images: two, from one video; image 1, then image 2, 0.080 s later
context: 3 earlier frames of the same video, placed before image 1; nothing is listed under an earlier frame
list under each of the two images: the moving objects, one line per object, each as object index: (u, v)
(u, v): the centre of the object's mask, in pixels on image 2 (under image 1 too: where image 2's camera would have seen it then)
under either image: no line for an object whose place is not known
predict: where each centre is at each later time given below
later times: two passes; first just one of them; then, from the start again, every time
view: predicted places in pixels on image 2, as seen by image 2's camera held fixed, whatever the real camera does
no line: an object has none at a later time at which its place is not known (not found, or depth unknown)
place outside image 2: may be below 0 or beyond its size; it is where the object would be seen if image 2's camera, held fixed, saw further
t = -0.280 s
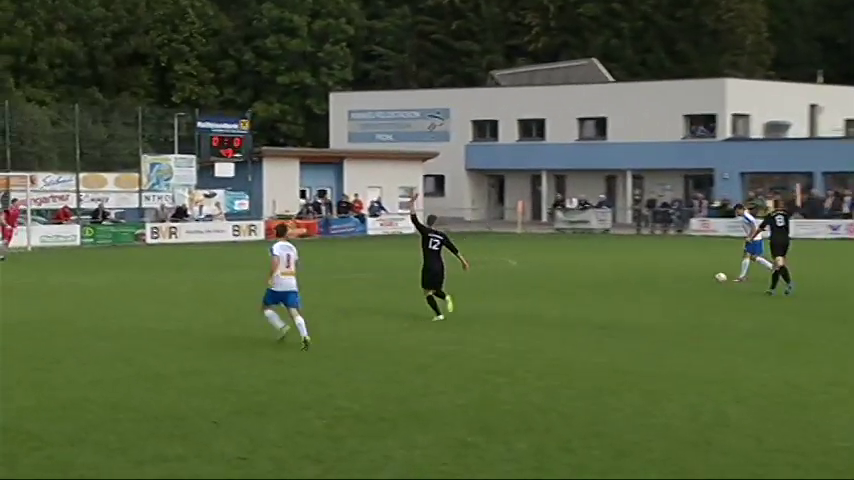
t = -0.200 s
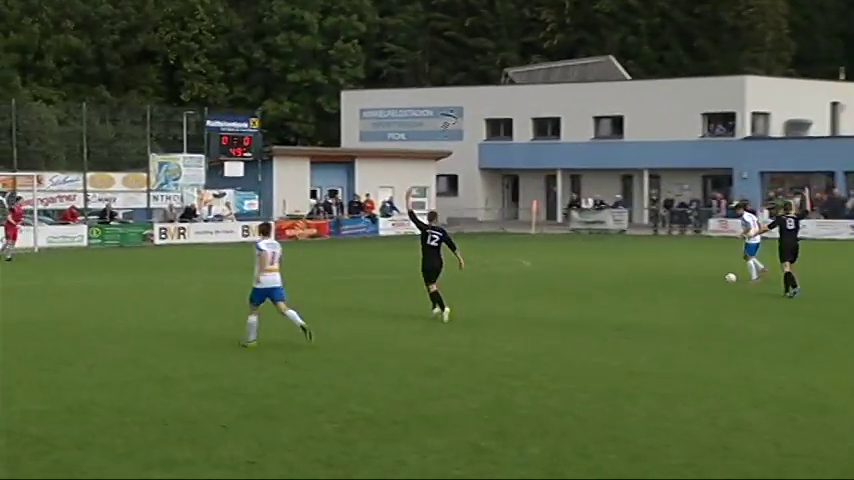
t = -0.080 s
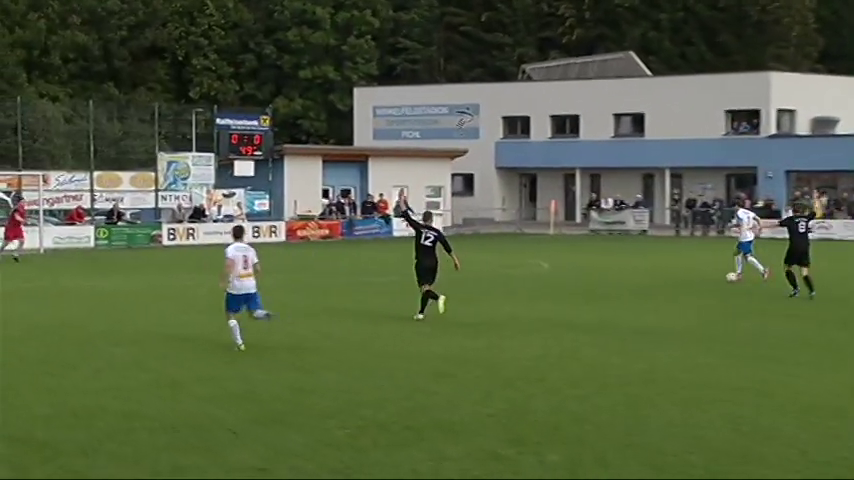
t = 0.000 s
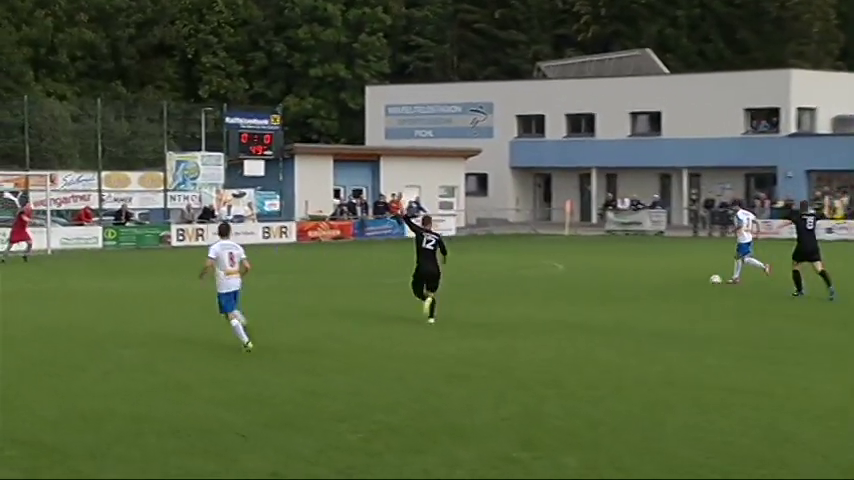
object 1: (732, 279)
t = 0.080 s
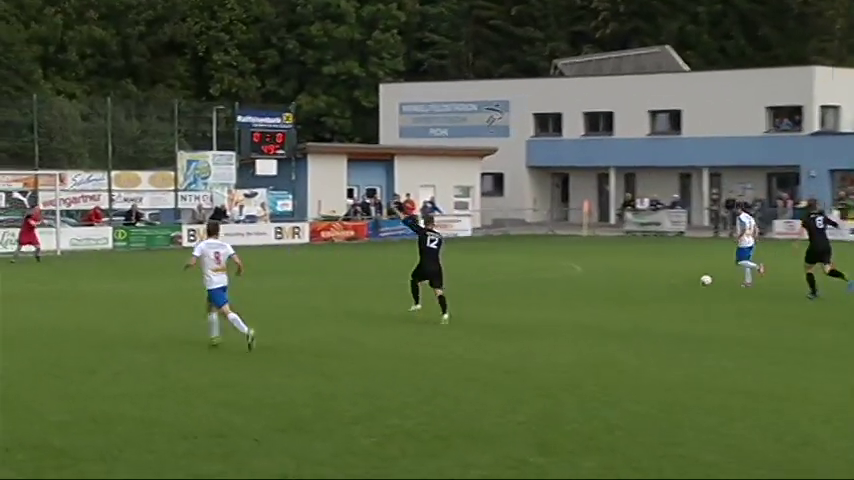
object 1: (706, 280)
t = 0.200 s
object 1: (670, 279)
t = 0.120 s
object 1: (694, 279)
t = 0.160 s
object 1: (682, 278)
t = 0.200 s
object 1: (670, 279)
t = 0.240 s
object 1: (660, 278)
